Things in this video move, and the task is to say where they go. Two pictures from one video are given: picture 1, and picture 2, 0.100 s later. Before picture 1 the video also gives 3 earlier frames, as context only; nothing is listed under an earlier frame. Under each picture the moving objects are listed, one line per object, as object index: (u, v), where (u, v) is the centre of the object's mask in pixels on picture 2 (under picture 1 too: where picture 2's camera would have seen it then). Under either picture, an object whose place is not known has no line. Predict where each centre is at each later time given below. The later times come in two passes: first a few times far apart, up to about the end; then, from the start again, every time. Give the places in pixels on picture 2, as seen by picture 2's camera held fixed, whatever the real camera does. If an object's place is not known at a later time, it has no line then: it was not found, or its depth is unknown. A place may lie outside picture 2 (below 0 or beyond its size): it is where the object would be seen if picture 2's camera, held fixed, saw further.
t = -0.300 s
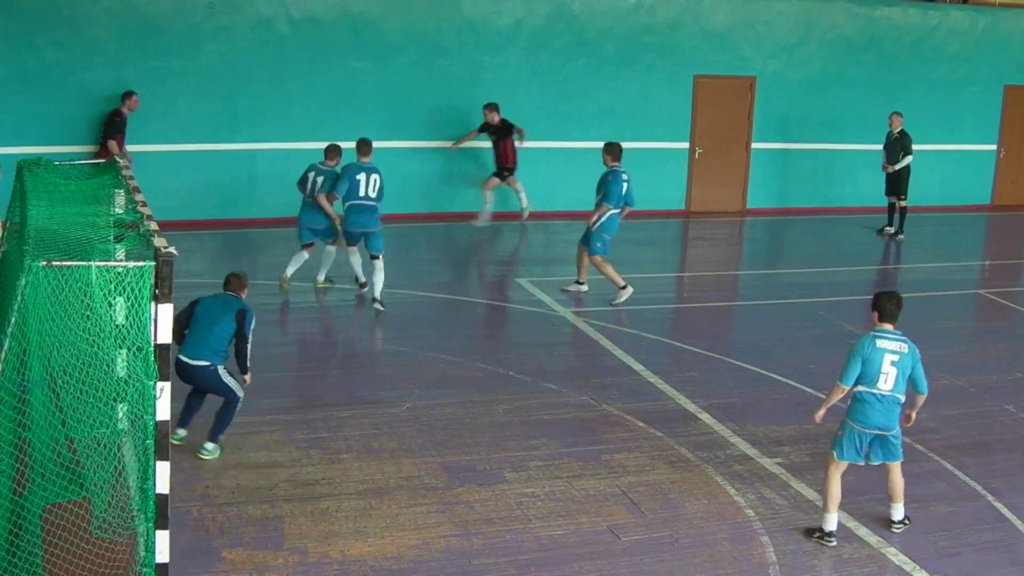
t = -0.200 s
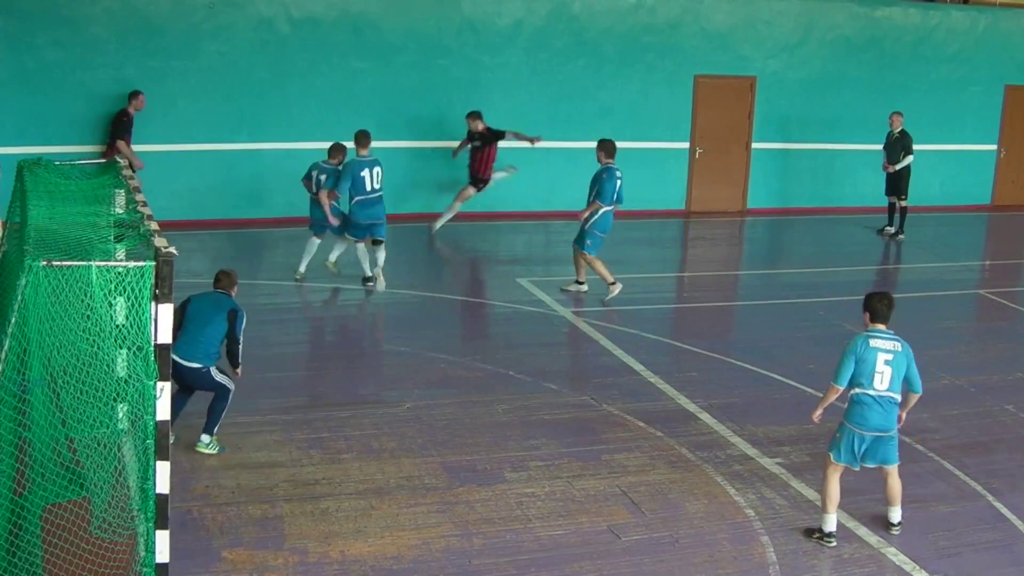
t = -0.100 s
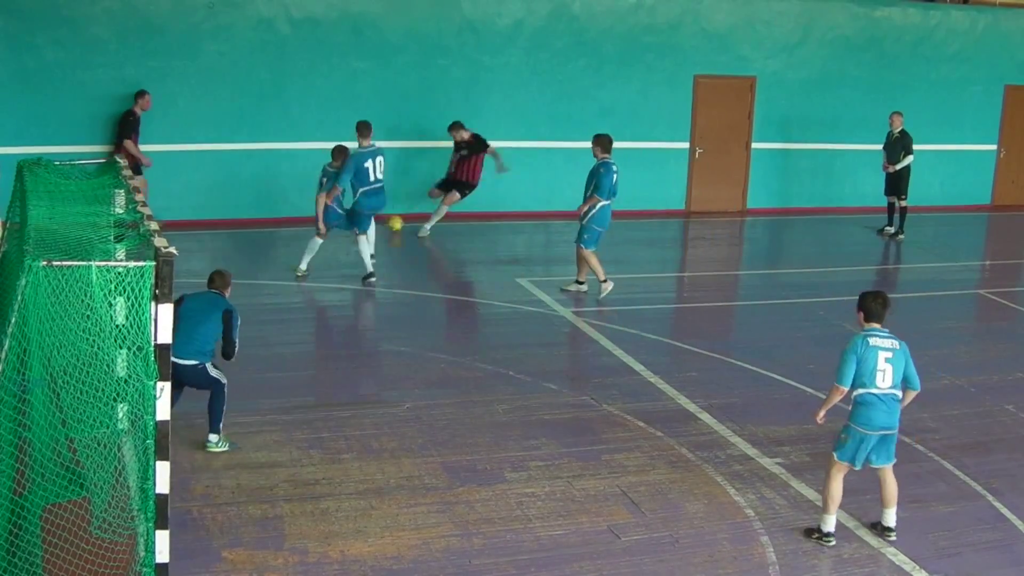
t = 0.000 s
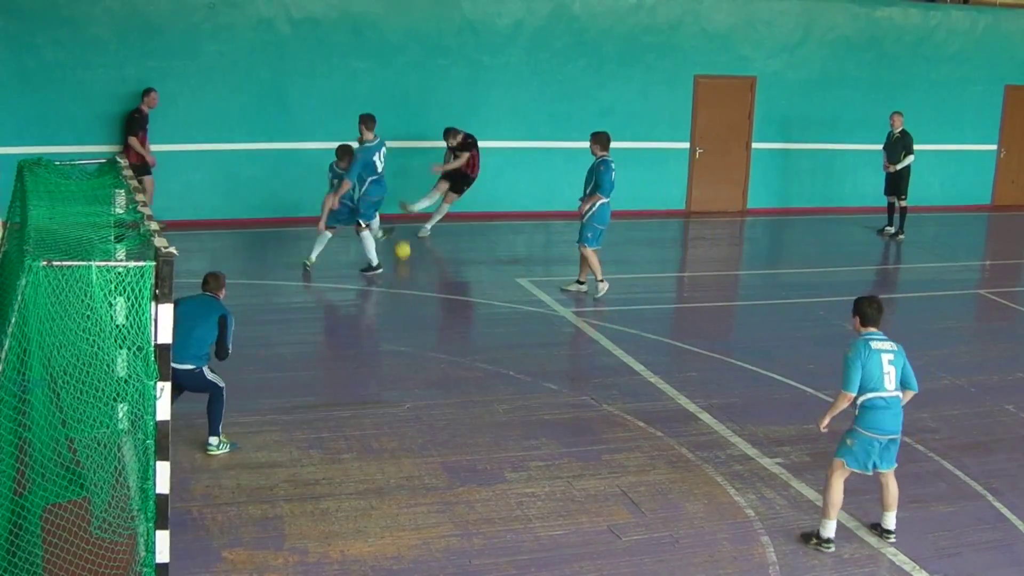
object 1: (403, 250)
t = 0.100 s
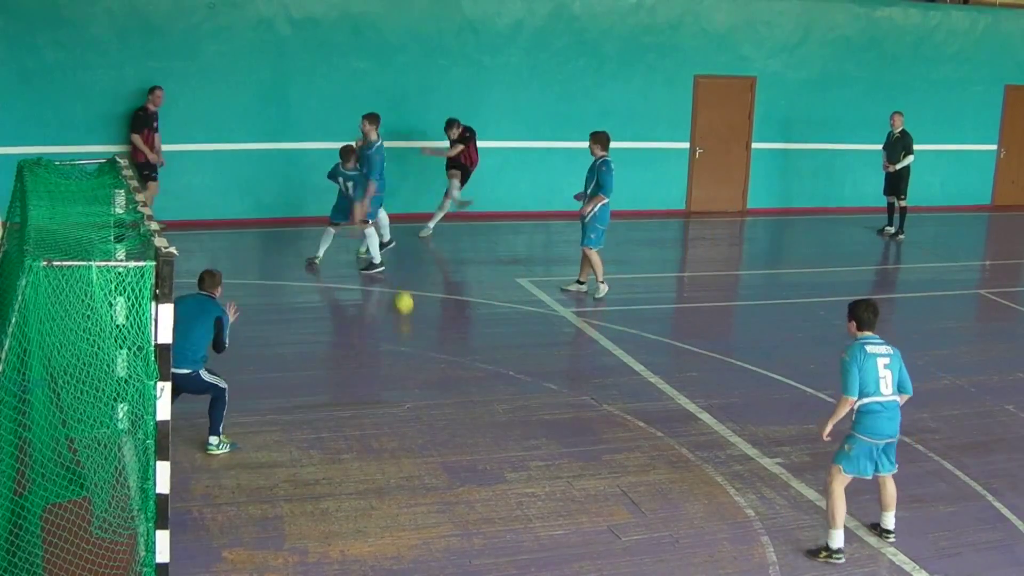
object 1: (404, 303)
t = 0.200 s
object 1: (412, 372)
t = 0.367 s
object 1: (453, 535)
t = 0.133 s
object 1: (406, 321)
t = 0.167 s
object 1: (409, 344)
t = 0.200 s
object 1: (412, 372)
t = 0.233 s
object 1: (417, 404)
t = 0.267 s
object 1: (424, 429)
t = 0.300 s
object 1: (432, 457)
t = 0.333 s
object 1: (441, 492)
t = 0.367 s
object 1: (453, 535)
